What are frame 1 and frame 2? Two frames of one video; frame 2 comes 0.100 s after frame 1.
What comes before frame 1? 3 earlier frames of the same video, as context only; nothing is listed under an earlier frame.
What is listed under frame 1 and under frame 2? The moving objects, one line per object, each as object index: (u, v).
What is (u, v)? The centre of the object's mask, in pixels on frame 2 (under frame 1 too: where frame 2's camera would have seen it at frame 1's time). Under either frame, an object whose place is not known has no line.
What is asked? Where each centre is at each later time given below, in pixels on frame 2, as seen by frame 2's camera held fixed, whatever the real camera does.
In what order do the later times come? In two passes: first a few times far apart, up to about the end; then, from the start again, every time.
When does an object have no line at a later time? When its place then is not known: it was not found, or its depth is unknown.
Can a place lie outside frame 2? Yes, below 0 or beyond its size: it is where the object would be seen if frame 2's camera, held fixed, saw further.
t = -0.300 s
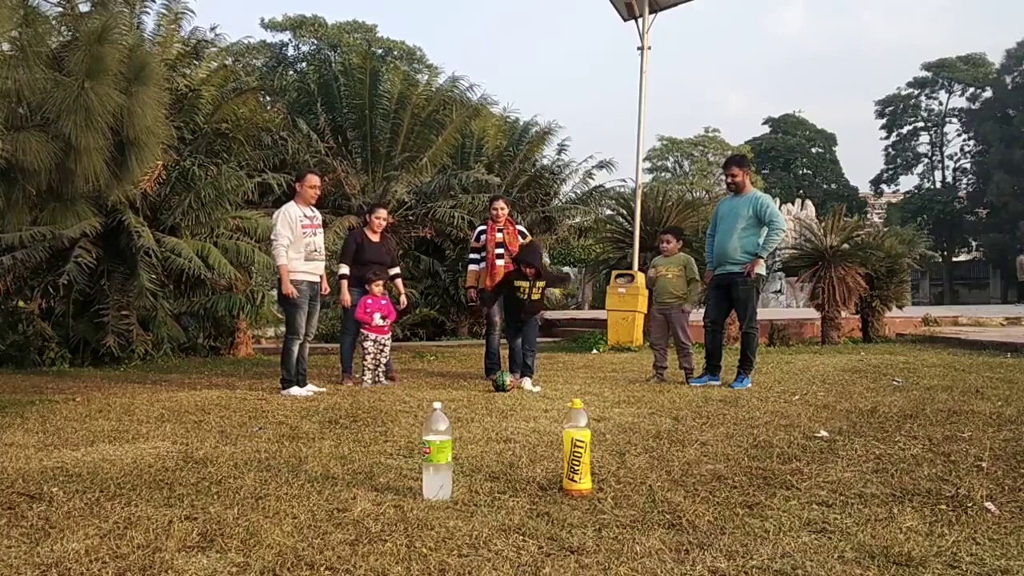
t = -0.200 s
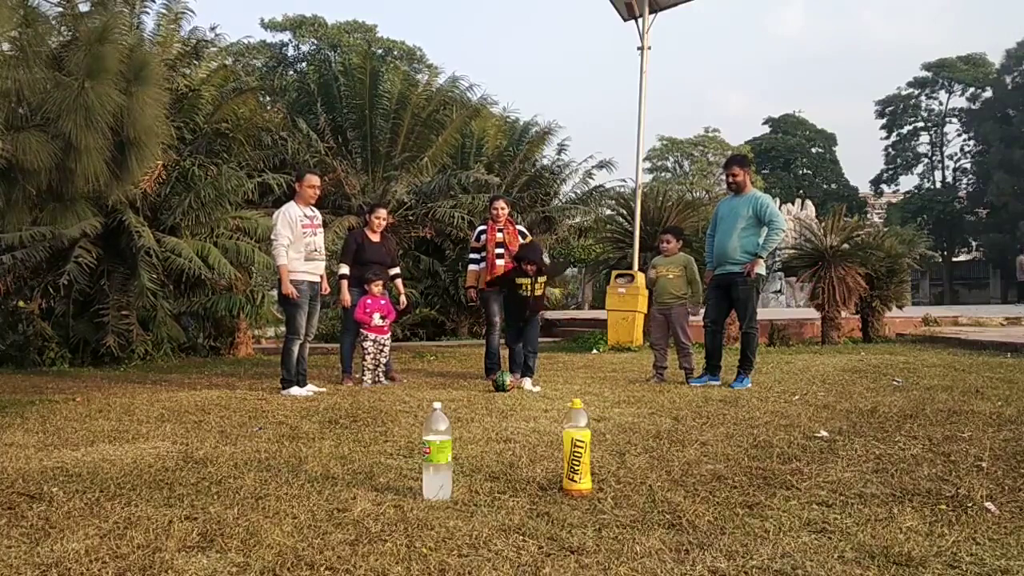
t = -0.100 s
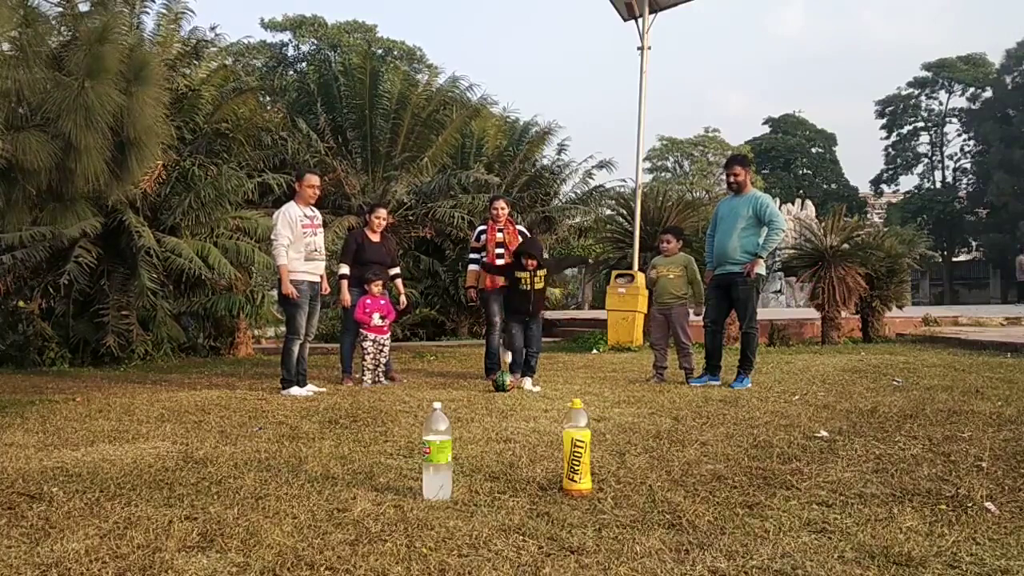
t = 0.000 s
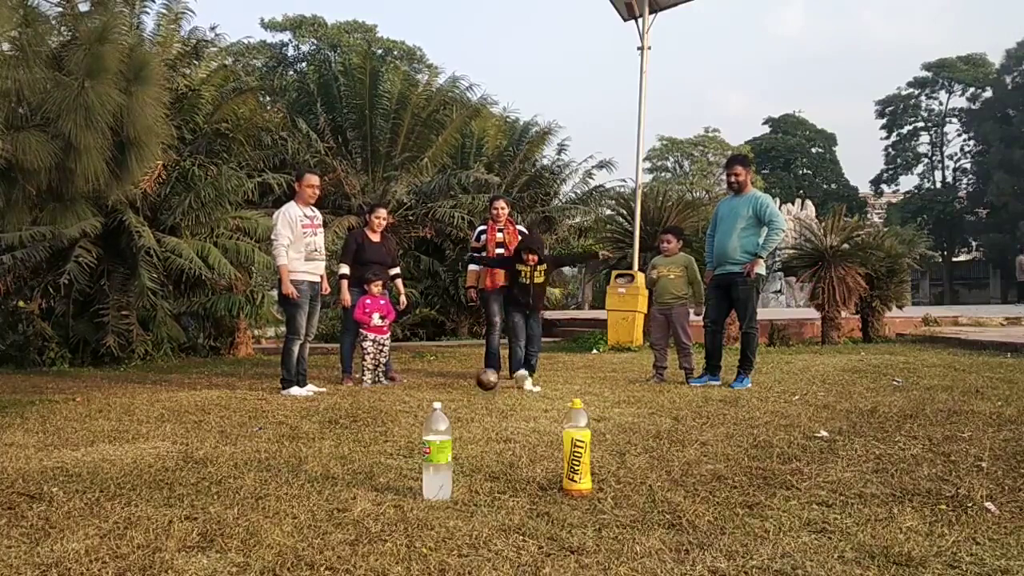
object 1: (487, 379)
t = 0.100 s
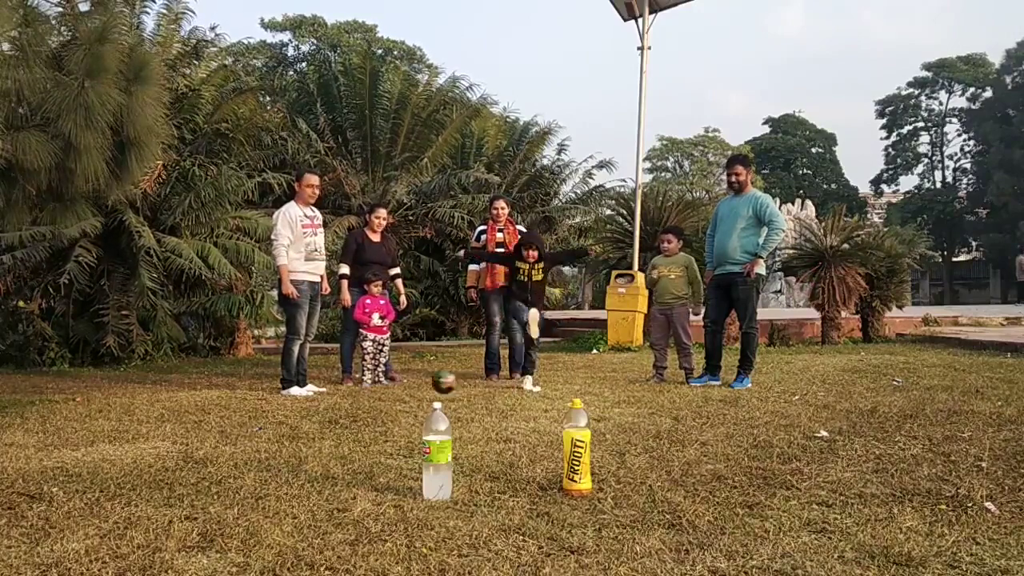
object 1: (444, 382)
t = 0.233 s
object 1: (383, 403)
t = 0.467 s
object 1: (294, 413)
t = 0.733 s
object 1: (209, 433)
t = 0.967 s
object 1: (139, 442)
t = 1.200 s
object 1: (73, 452)
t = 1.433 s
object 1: (17, 458)
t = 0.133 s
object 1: (429, 385)
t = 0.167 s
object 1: (413, 390)
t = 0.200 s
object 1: (398, 397)
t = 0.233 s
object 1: (383, 403)
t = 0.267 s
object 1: (372, 399)
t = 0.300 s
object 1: (359, 398)
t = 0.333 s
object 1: (347, 397)
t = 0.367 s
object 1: (334, 398)
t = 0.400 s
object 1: (321, 402)
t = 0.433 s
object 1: (307, 407)
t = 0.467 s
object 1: (294, 413)
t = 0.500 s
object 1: (279, 422)
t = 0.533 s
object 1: (268, 423)
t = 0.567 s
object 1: (259, 419)
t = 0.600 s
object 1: (249, 419)
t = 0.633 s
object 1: (239, 420)
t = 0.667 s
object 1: (228, 423)
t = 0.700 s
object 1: (219, 427)
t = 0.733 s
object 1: (209, 433)
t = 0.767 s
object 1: (197, 435)
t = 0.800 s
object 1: (188, 433)
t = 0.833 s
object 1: (179, 434)
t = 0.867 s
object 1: (169, 437)
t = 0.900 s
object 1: (159, 441)
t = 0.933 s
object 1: (149, 441)
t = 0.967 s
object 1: (139, 442)
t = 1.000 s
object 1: (129, 443)
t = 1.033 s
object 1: (119, 446)
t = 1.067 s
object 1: (108, 449)
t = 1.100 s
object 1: (99, 449)
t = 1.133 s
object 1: (91, 448)
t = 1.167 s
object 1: (83, 448)
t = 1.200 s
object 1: (73, 452)
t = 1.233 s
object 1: (65, 454)
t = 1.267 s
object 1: (57, 454)
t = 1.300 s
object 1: (48, 455)
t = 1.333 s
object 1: (40, 455)
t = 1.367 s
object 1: (31, 458)
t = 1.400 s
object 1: (22, 459)
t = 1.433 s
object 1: (17, 458)
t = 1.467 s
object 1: (12, 459)
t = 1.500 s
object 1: (9, 459)
